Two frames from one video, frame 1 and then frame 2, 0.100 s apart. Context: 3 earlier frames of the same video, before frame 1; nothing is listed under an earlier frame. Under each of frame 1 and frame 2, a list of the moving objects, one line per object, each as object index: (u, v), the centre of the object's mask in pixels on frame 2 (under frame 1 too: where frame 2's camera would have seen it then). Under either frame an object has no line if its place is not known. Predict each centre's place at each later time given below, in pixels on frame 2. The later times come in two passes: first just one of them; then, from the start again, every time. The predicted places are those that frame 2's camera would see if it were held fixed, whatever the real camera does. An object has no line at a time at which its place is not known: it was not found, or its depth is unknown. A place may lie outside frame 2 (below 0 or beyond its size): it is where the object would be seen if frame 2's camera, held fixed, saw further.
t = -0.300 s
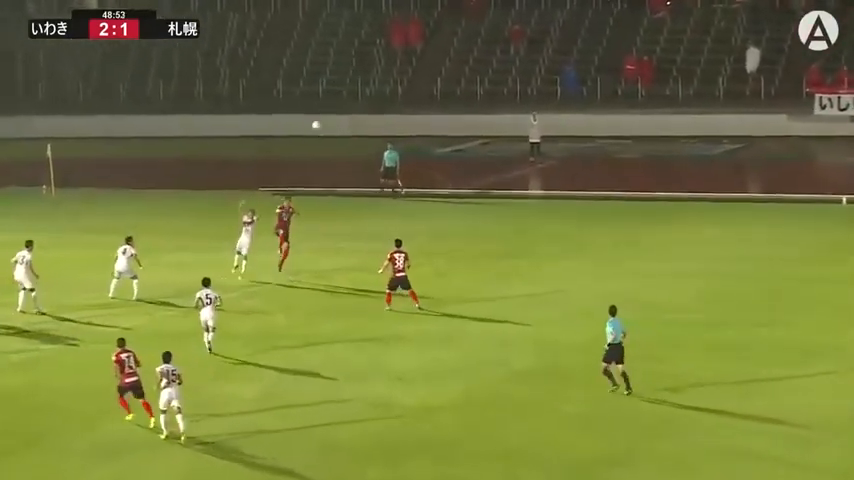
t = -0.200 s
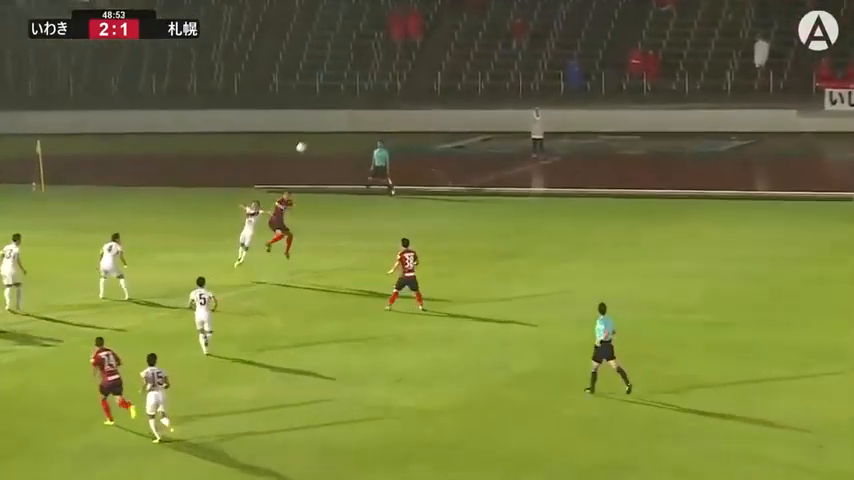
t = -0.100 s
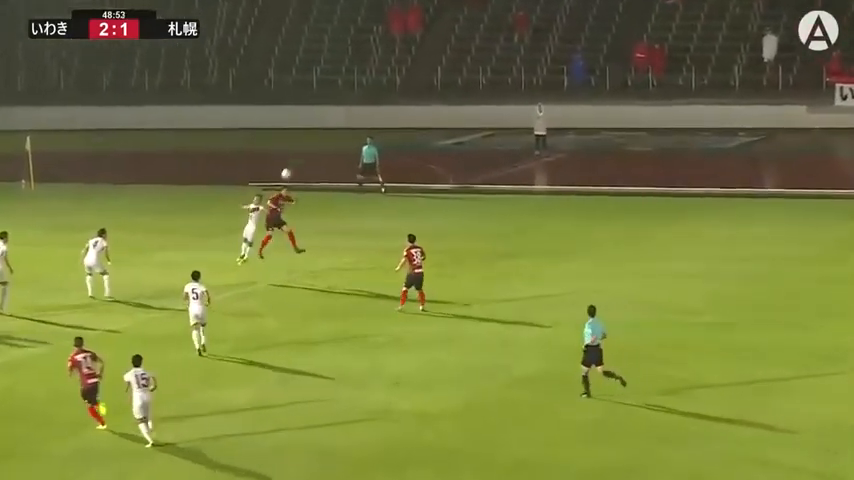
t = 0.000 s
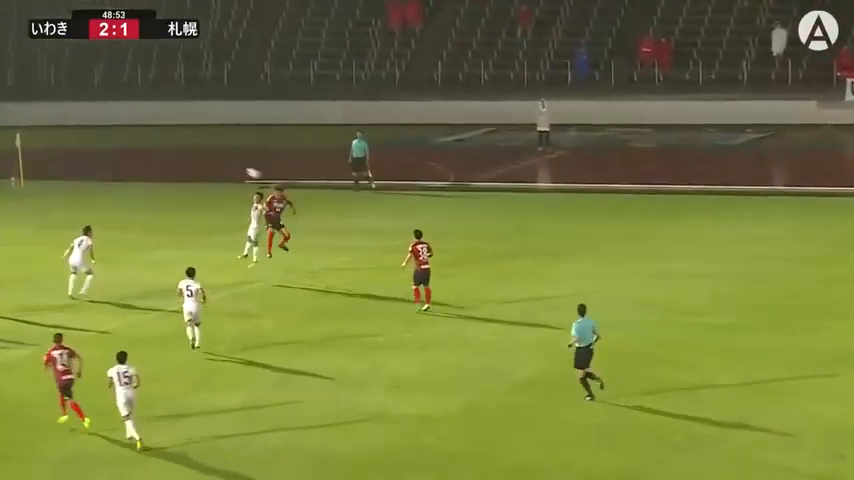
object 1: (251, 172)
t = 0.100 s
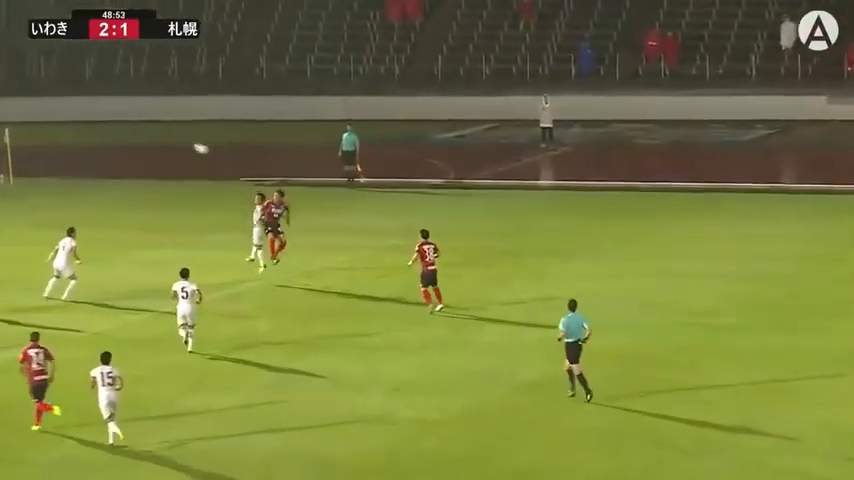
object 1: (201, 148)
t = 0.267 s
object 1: (112, 118)
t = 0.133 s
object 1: (184, 142)
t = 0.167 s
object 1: (166, 135)
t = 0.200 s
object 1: (148, 129)
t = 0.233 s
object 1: (130, 123)
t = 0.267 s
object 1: (112, 118)
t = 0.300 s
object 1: (94, 114)
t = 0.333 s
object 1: (79, 110)
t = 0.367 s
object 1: (68, 107)
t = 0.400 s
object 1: (60, 105)
